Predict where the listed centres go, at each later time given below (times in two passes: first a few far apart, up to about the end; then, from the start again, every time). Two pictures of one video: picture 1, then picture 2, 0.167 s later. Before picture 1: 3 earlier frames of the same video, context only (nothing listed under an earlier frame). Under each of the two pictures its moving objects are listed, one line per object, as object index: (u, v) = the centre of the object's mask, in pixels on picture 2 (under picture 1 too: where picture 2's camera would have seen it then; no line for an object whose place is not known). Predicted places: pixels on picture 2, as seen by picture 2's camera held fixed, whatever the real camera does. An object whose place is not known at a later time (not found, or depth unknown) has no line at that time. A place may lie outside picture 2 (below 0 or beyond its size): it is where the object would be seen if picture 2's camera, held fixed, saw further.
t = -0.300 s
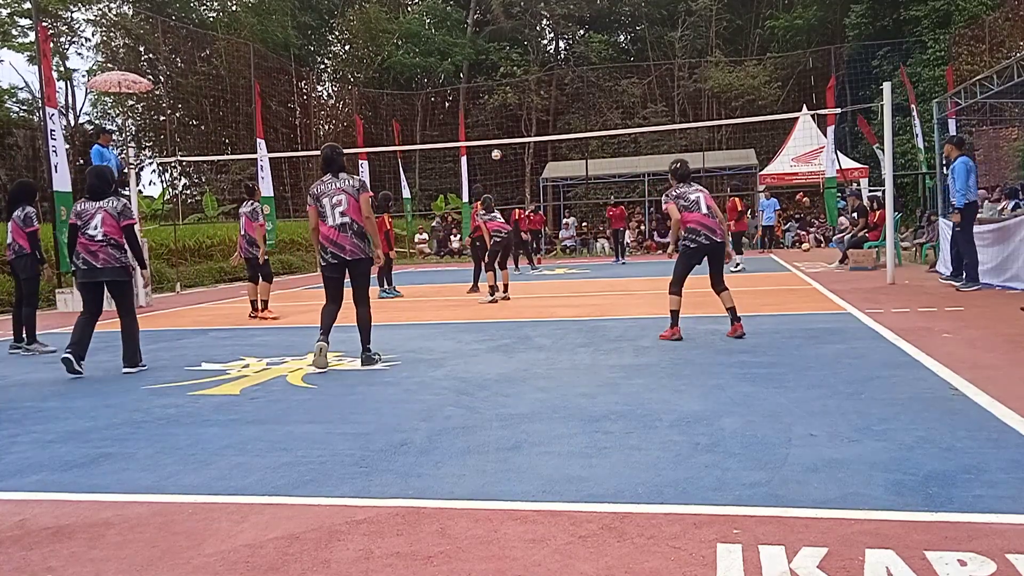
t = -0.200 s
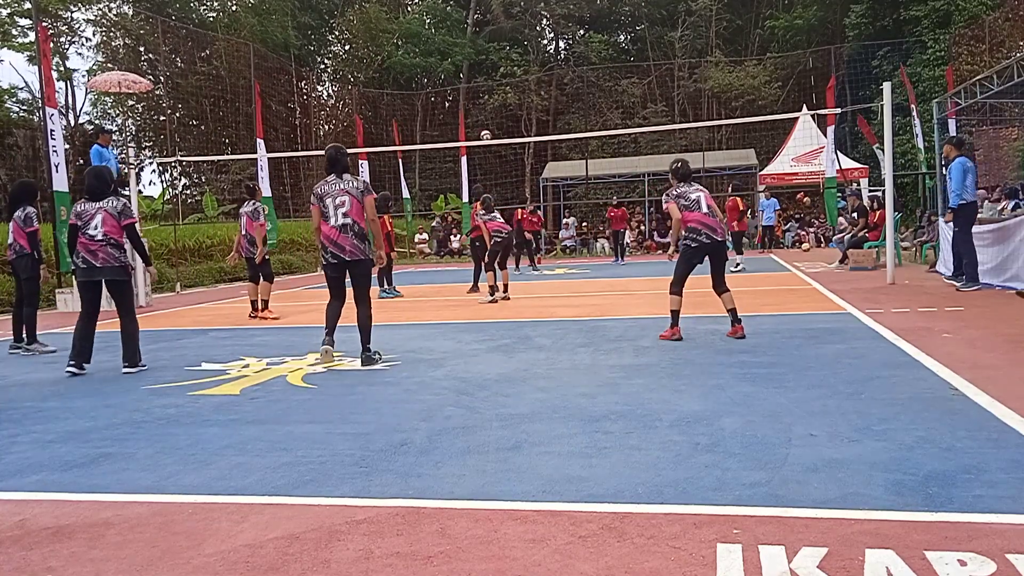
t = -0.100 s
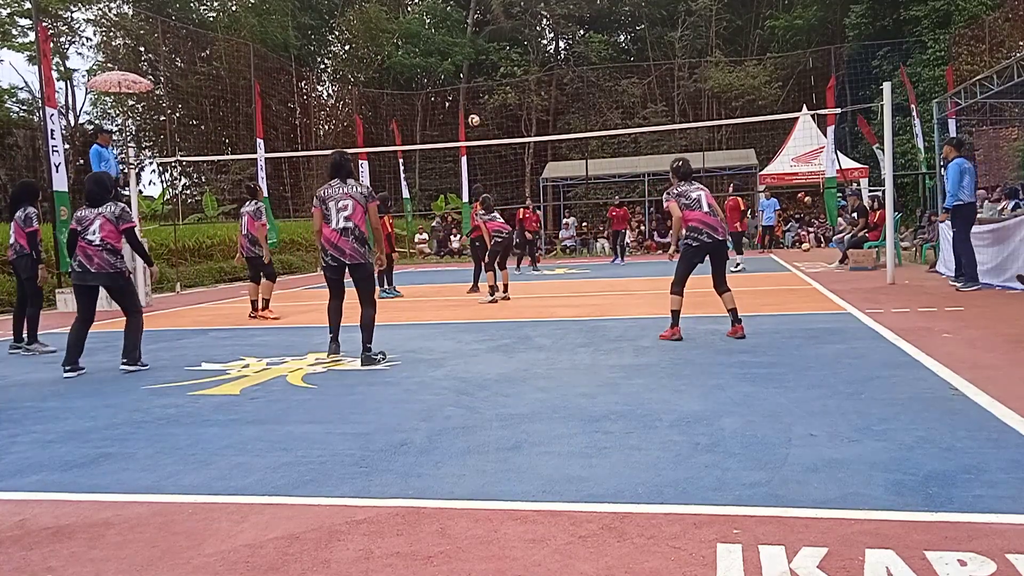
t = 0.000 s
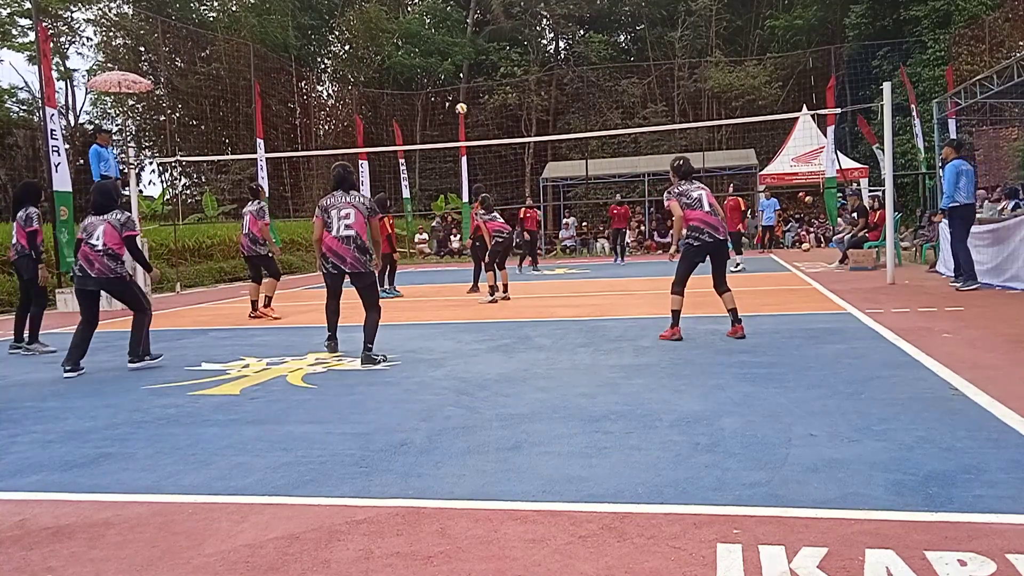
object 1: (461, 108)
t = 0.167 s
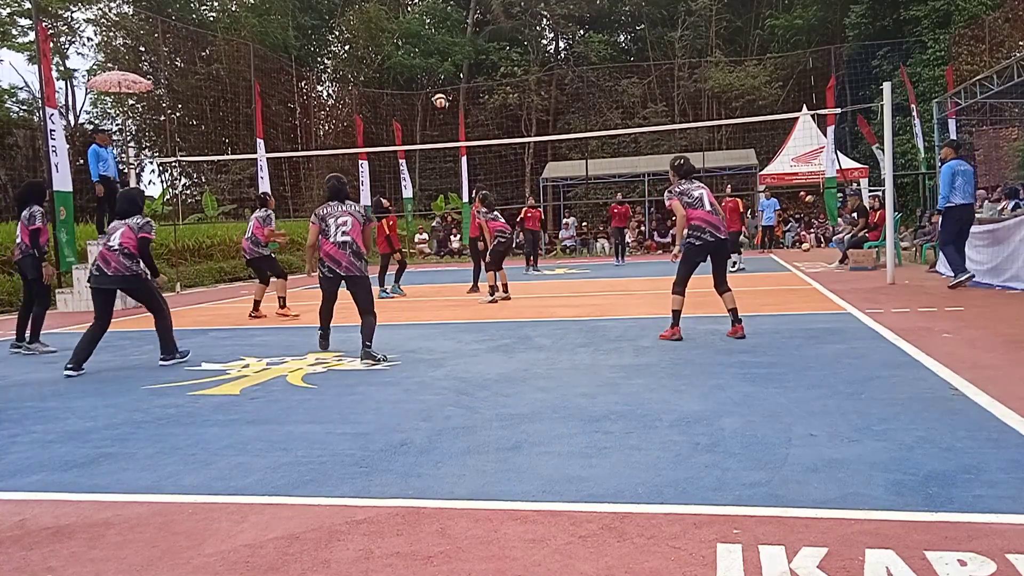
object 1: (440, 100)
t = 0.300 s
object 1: (421, 105)
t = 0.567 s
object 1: (378, 158)
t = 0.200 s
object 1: (435, 100)
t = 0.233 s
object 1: (430, 101)
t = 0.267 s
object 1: (426, 102)
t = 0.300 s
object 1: (421, 105)
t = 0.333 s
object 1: (416, 108)
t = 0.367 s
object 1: (411, 112)
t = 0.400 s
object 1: (407, 118)
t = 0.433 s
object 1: (401, 123)
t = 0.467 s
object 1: (396, 130)
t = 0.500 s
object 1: (391, 137)
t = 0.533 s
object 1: (384, 146)
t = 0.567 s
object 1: (378, 158)
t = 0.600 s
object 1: (372, 167)
